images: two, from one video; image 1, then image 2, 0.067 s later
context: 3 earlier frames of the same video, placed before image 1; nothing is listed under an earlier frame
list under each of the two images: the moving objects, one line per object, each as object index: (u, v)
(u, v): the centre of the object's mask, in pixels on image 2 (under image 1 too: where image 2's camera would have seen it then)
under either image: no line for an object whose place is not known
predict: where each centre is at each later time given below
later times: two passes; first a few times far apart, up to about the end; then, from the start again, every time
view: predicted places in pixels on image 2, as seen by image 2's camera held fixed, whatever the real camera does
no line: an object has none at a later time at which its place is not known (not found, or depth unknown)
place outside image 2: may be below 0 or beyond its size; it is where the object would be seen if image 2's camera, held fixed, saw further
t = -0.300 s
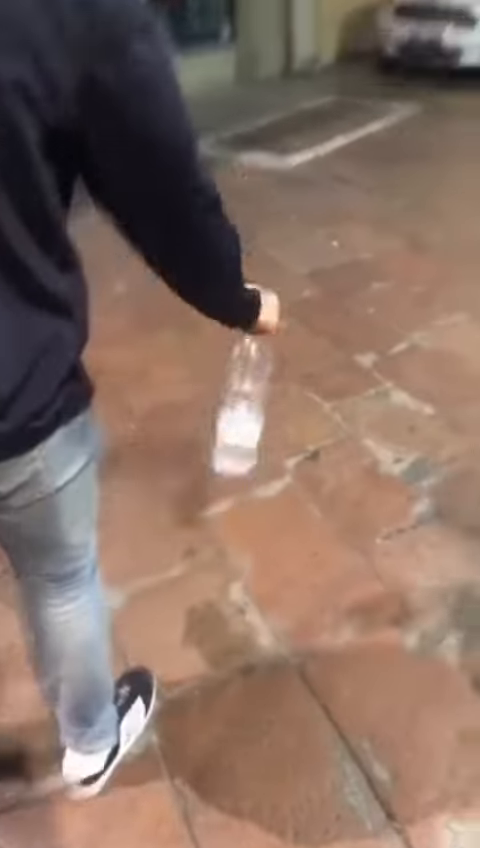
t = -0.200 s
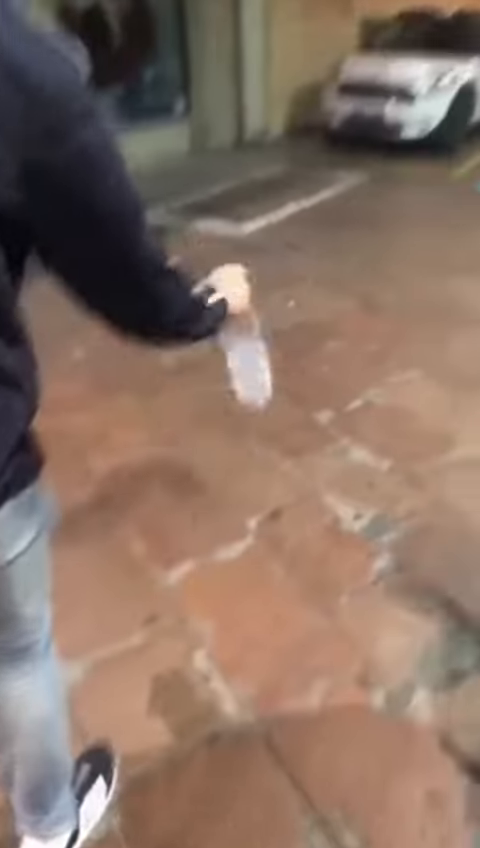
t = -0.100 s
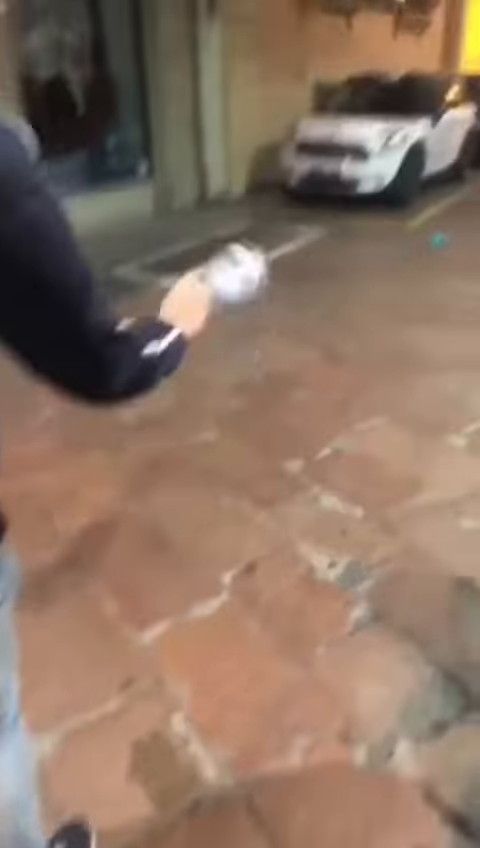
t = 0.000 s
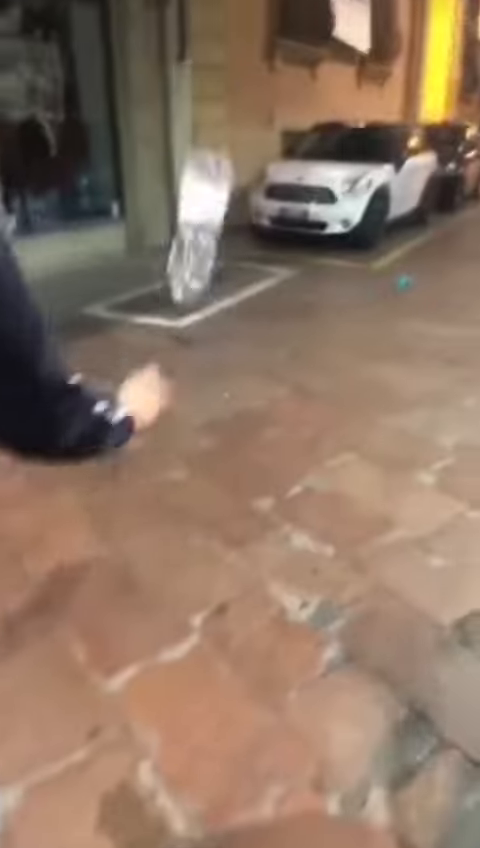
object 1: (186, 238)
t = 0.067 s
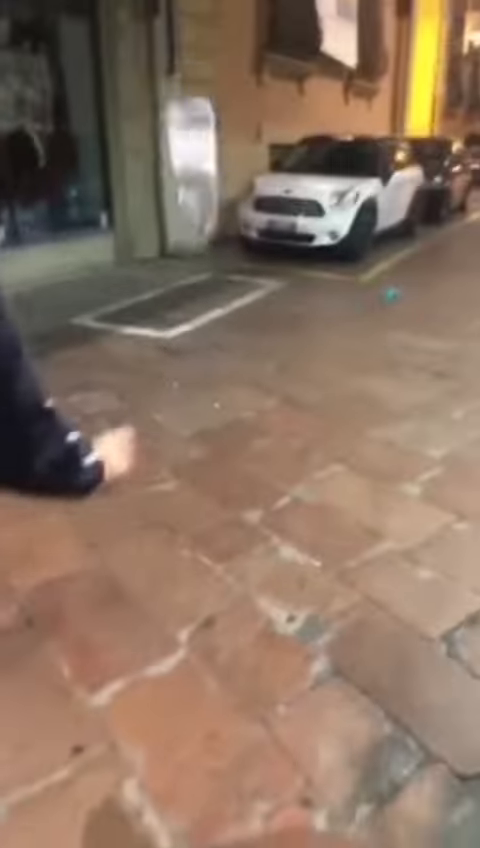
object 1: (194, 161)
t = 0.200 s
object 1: (198, 84)
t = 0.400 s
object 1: (204, 157)
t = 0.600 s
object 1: (216, 409)
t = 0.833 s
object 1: (226, 697)
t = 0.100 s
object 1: (196, 135)
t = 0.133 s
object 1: (197, 112)
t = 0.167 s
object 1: (197, 94)
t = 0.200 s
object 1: (198, 84)
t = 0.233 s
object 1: (197, 81)
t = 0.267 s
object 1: (198, 85)
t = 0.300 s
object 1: (199, 95)
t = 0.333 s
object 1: (200, 111)
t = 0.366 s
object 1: (202, 132)
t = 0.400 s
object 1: (204, 157)
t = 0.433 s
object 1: (206, 190)
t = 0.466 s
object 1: (208, 227)
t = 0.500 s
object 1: (211, 265)
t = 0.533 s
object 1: (213, 307)
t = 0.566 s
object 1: (214, 358)
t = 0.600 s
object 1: (216, 409)
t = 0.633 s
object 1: (217, 466)
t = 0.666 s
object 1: (219, 518)
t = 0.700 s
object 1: (222, 572)
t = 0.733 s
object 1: (223, 635)
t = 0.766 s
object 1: (226, 683)
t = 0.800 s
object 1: (225, 688)
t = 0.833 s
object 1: (226, 697)
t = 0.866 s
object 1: (227, 705)
